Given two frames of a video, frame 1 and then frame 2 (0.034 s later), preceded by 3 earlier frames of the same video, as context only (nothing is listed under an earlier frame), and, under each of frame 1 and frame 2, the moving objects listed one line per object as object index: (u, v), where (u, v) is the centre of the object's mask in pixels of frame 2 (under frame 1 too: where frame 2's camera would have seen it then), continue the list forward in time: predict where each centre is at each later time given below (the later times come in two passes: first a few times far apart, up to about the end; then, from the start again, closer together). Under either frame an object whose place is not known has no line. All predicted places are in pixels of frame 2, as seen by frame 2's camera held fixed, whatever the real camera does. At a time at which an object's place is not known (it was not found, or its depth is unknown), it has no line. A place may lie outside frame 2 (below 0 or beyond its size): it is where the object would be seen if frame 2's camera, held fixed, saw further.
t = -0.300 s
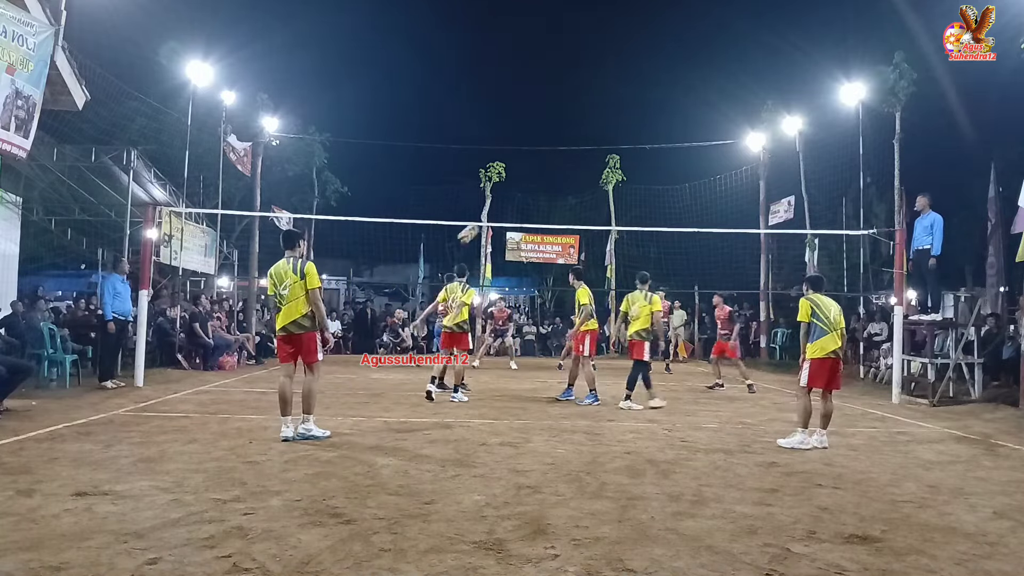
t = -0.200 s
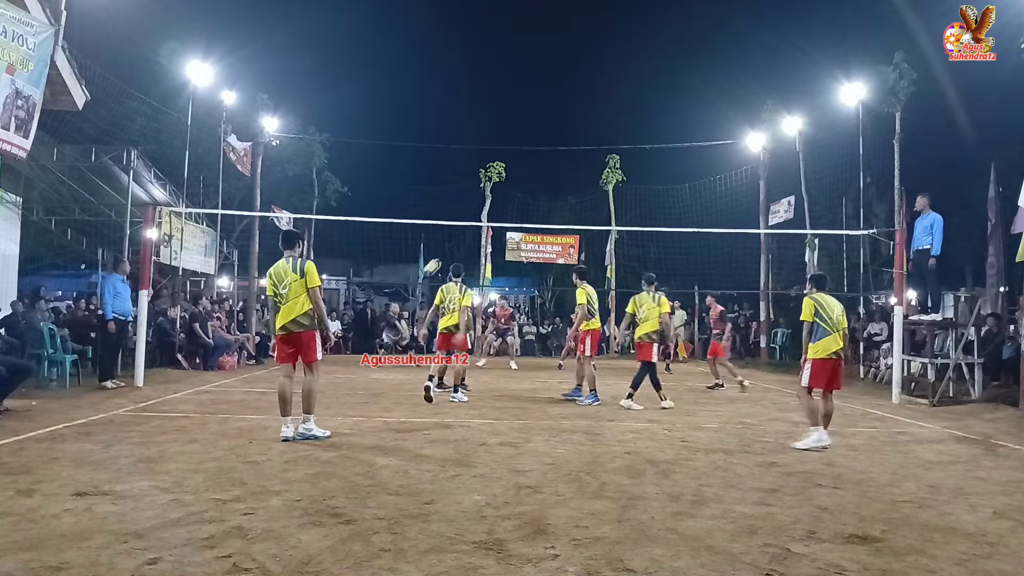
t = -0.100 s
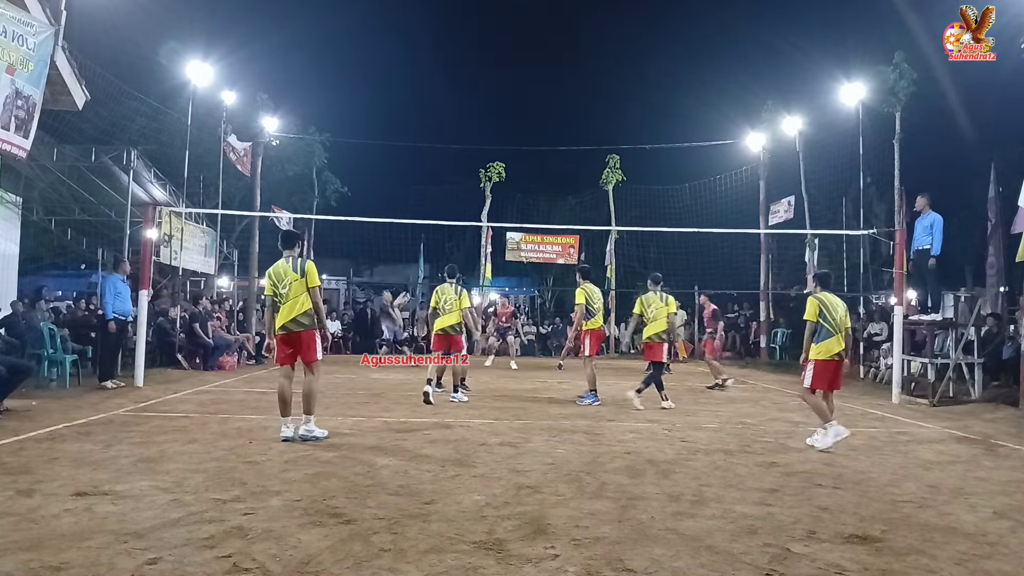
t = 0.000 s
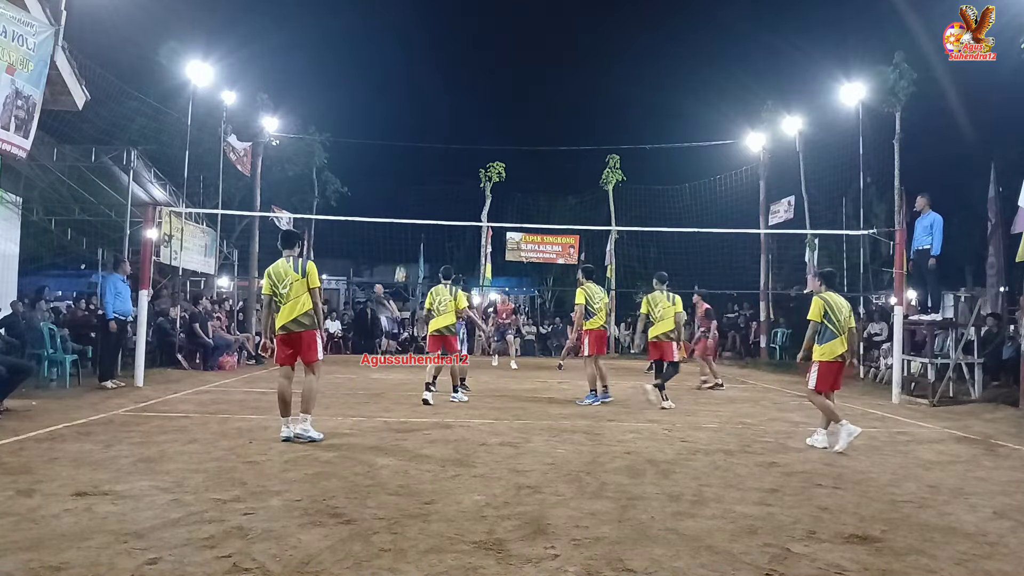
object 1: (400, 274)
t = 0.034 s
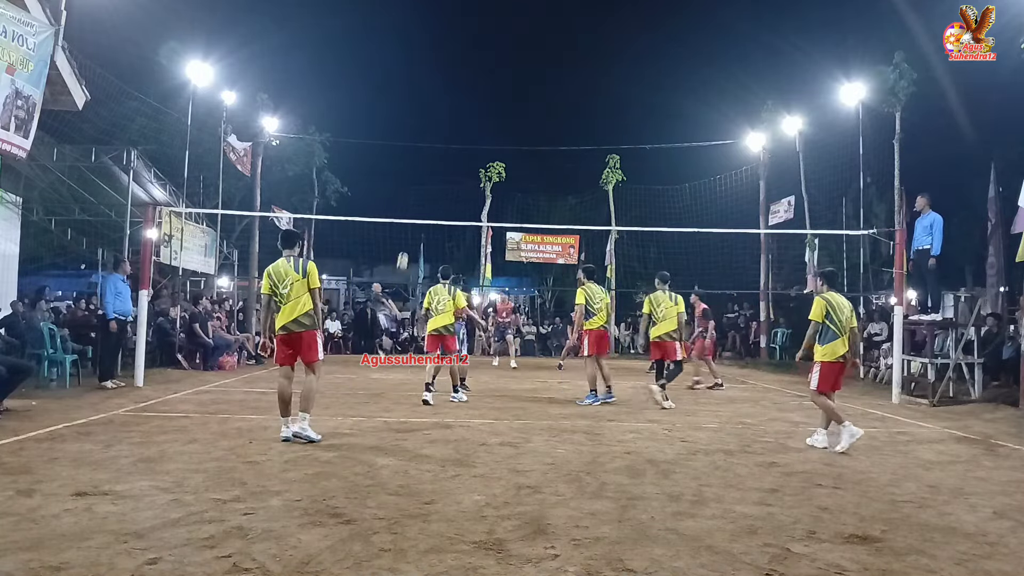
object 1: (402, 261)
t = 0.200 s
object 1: (411, 203)
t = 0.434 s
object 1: (425, 140)
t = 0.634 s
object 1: (436, 104)
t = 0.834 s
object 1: (448, 88)
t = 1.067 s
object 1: (461, 95)
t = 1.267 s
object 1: (473, 125)
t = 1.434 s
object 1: (482, 169)
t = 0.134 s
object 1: (407, 225)
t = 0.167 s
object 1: (410, 212)
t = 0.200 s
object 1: (411, 203)
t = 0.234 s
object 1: (414, 192)
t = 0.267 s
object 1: (416, 182)
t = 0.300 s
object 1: (417, 173)
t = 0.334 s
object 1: (419, 164)
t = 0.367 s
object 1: (421, 155)
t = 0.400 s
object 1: (423, 147)
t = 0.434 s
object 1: (425, 140)
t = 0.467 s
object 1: (427, 132)
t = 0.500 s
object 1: (429, 126)
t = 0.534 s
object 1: (431, 119)
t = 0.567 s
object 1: (433, 114)
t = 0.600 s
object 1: (435, 109)
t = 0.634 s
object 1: (436, 104)
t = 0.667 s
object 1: (438, 100)
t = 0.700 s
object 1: (440, 96)
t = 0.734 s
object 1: (442, 93)
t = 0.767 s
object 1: (444, 91)
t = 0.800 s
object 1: (446, 89)
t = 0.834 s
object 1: (448, 88)
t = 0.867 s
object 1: (450, 87)
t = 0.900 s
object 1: (452, 86)
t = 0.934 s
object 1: (454, 87)
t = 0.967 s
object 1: (456, 88)
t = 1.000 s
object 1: (458, 90)
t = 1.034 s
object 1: (459, 92)
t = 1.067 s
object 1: (461, 95)
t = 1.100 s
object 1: (463, 98)
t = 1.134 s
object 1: (465, 102)
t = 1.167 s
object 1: (467, 107)
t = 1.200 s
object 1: (469, 112)
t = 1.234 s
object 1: (471, 119)
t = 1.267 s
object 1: (473, 125)
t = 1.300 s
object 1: (475, 132)
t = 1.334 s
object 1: (477, 141)
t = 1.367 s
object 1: (479, 149)
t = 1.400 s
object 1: (481, 159)
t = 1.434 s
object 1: (482, 169)
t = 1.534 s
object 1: (489, 203)
